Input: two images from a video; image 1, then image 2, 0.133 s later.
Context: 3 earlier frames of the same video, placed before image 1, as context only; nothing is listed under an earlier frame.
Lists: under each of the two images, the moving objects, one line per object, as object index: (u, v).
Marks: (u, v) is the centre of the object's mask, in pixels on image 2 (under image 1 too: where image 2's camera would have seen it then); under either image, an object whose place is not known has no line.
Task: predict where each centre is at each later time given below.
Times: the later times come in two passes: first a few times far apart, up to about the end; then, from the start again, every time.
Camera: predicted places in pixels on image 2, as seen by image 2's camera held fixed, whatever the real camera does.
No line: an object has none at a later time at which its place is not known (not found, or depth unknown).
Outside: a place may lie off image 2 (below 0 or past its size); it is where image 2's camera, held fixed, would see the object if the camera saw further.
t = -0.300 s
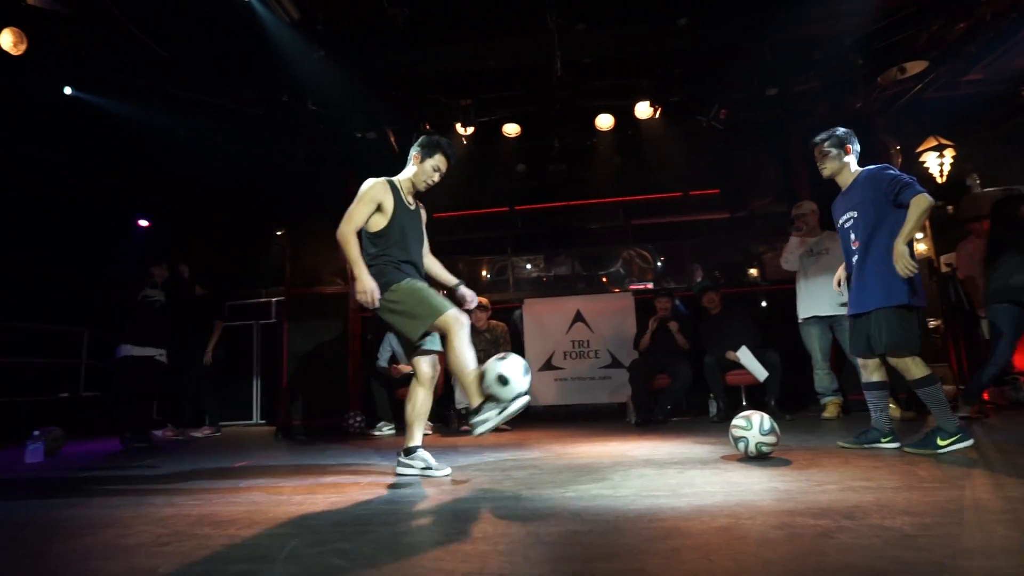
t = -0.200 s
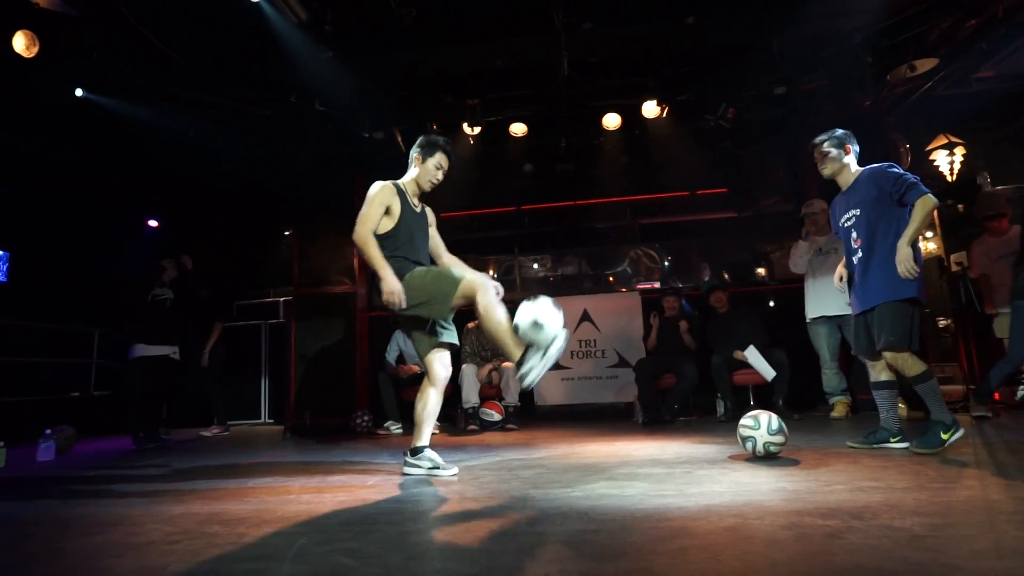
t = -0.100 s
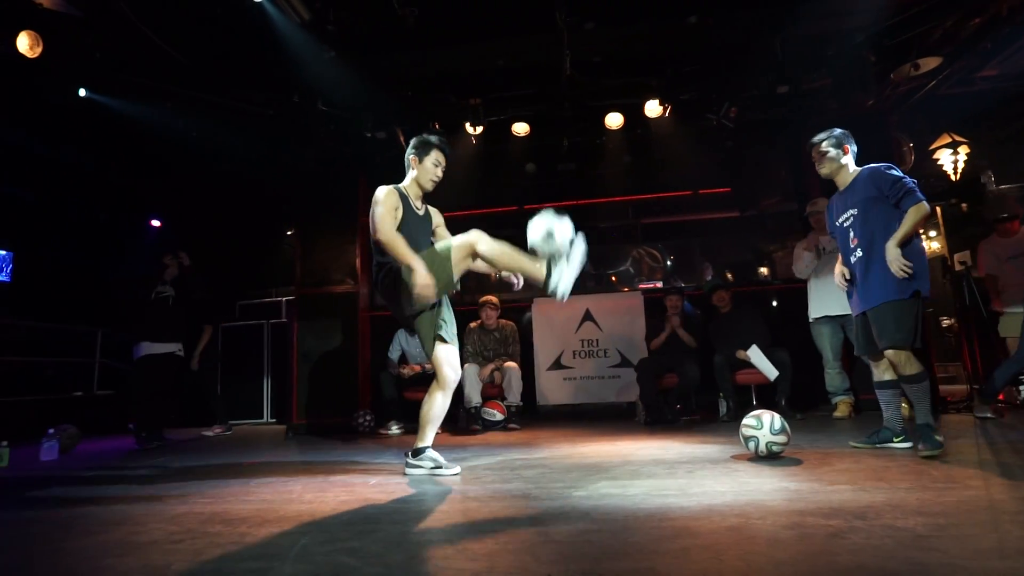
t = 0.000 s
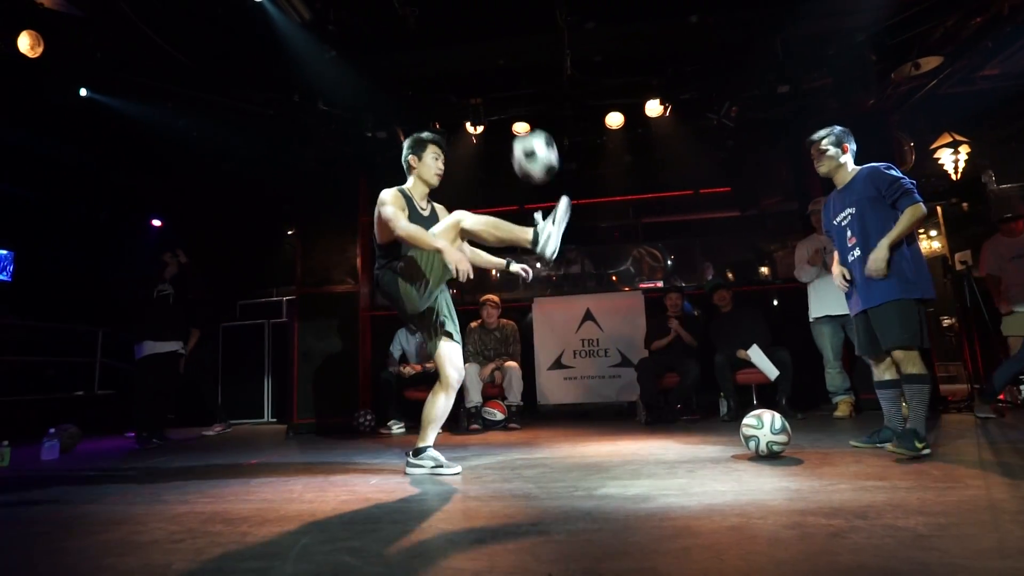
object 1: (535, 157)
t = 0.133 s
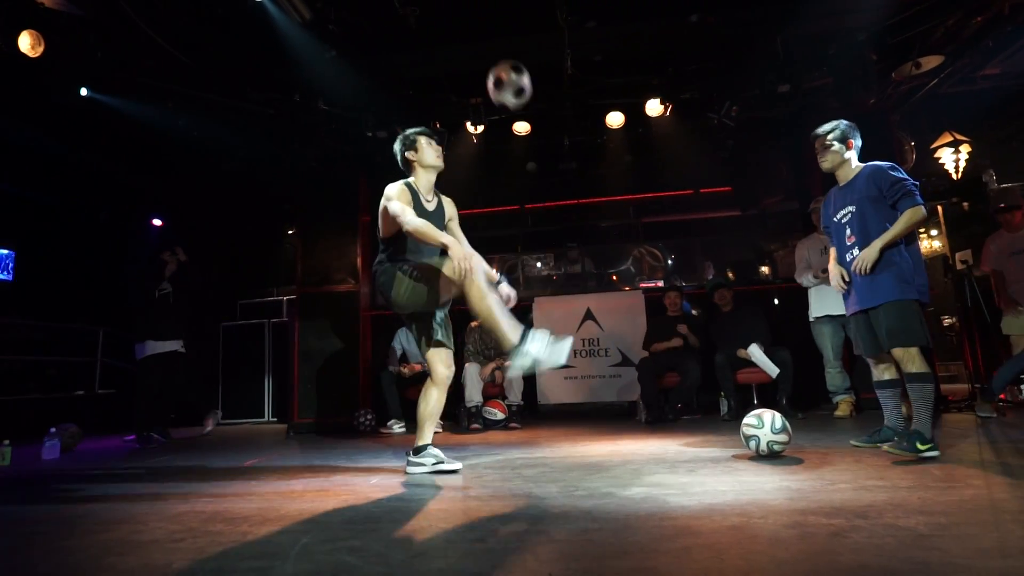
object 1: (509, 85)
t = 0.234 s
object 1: (492, 56)
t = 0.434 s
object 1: (461, 51)
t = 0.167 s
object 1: (503, 73)
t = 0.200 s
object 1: (498, 64)
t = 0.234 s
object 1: (492, 56)
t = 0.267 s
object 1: (486, 50)
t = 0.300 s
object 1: (481, 47)
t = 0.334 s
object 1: (477, 44)
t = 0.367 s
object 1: (472, 45)
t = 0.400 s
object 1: (466, 47)
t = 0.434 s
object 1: (461, 51)
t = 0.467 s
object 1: (456, 57)
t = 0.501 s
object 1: (452, 65)
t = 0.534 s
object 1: (447, 75)
